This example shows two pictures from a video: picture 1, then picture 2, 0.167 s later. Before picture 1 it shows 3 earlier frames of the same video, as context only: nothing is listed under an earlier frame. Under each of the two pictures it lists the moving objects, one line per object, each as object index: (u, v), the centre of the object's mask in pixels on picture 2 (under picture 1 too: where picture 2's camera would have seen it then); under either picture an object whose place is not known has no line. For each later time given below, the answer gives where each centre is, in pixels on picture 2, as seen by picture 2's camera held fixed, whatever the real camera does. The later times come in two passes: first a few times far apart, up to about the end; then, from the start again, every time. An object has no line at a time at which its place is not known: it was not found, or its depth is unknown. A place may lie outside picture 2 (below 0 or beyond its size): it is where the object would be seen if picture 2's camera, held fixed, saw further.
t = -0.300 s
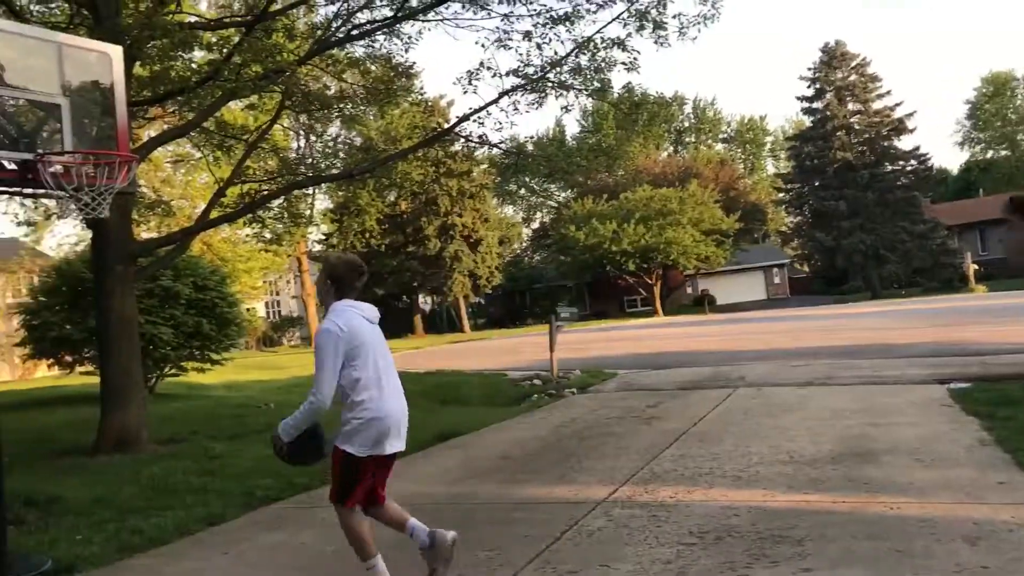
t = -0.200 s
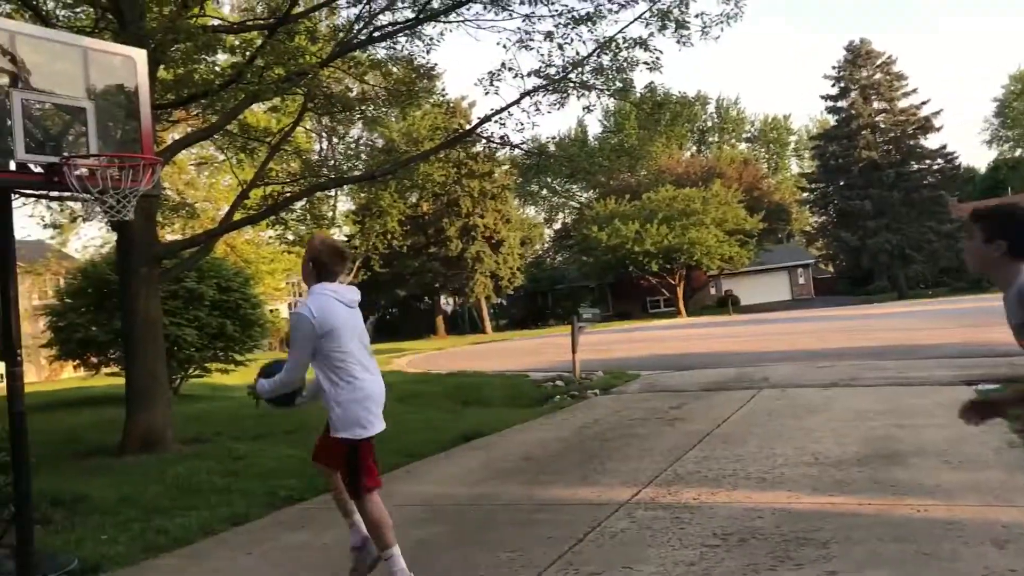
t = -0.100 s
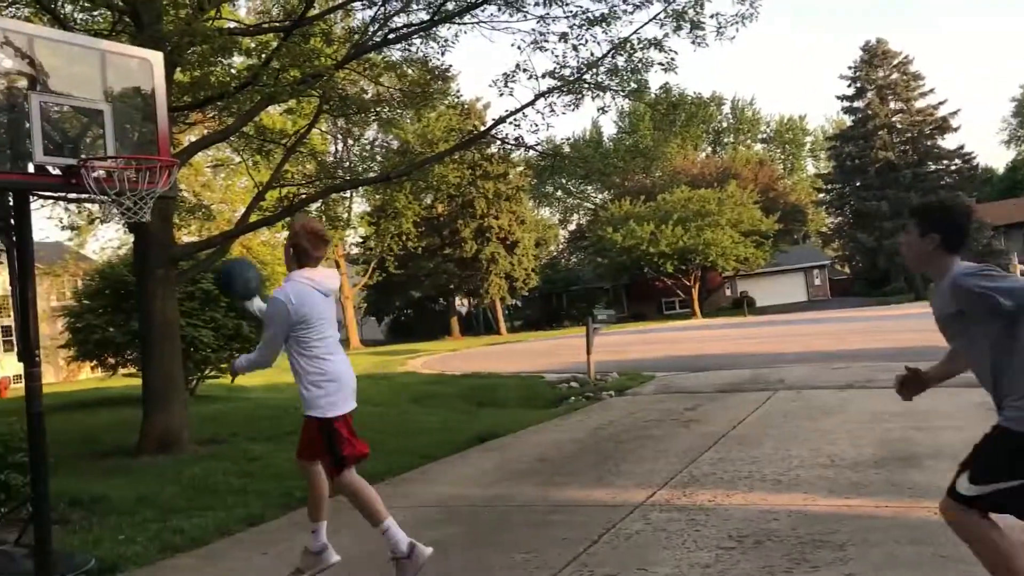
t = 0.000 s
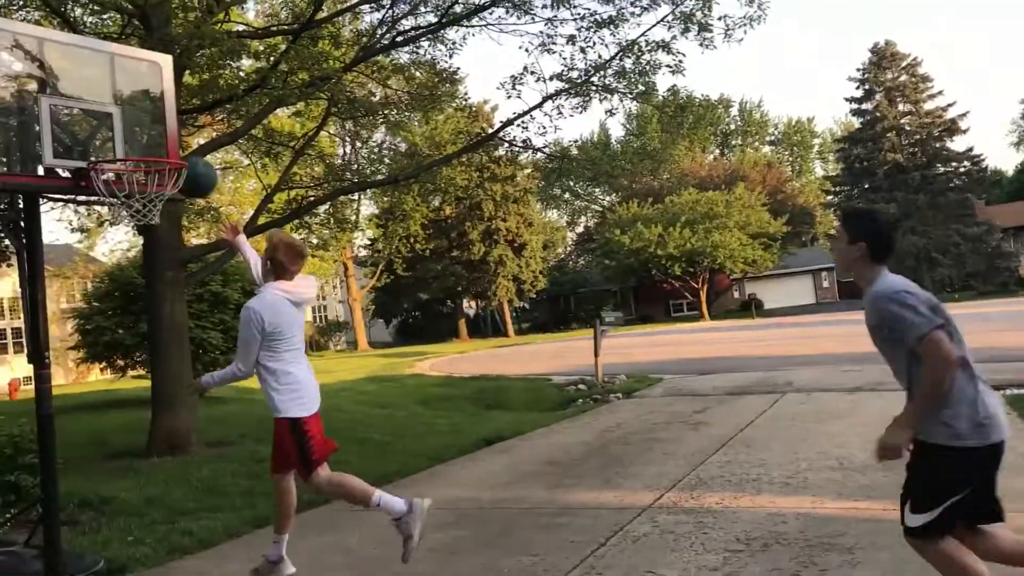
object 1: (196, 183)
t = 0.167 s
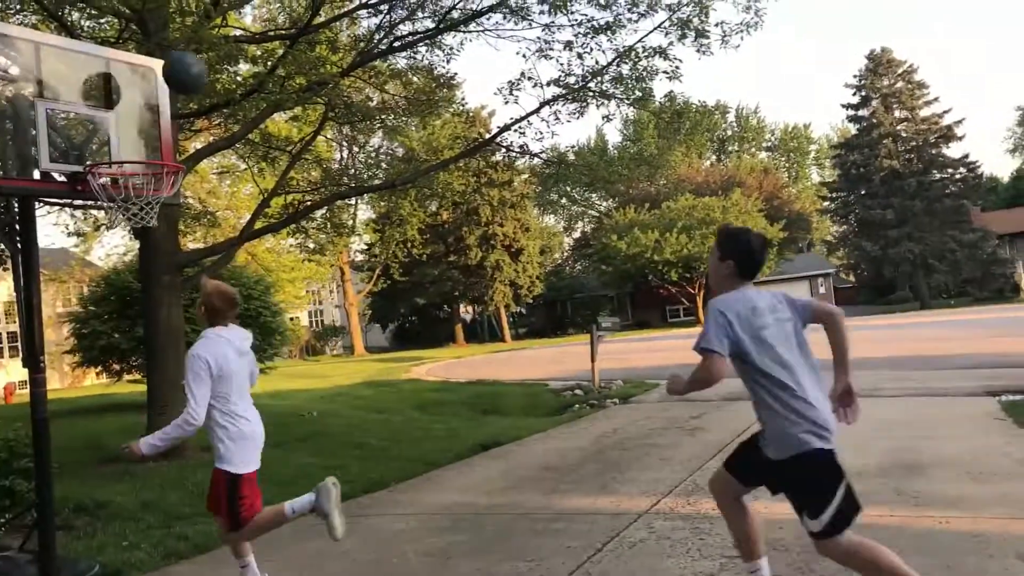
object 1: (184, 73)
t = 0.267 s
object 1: (210, 35)
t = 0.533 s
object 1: (293, 11)
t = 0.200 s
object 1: (192, 58)
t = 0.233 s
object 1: (201, 46)
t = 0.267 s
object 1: (210, 35)
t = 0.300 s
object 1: (218, 24)
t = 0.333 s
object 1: (227, 16)
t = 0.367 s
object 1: (237, 12)
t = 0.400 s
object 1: (248, 9)
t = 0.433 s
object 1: (258, 7)
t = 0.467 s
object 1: (269, 7)
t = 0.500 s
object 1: (281, 8)
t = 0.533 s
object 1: (293, 11)
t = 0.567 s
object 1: (305, 18)
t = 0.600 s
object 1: (317, 27)
